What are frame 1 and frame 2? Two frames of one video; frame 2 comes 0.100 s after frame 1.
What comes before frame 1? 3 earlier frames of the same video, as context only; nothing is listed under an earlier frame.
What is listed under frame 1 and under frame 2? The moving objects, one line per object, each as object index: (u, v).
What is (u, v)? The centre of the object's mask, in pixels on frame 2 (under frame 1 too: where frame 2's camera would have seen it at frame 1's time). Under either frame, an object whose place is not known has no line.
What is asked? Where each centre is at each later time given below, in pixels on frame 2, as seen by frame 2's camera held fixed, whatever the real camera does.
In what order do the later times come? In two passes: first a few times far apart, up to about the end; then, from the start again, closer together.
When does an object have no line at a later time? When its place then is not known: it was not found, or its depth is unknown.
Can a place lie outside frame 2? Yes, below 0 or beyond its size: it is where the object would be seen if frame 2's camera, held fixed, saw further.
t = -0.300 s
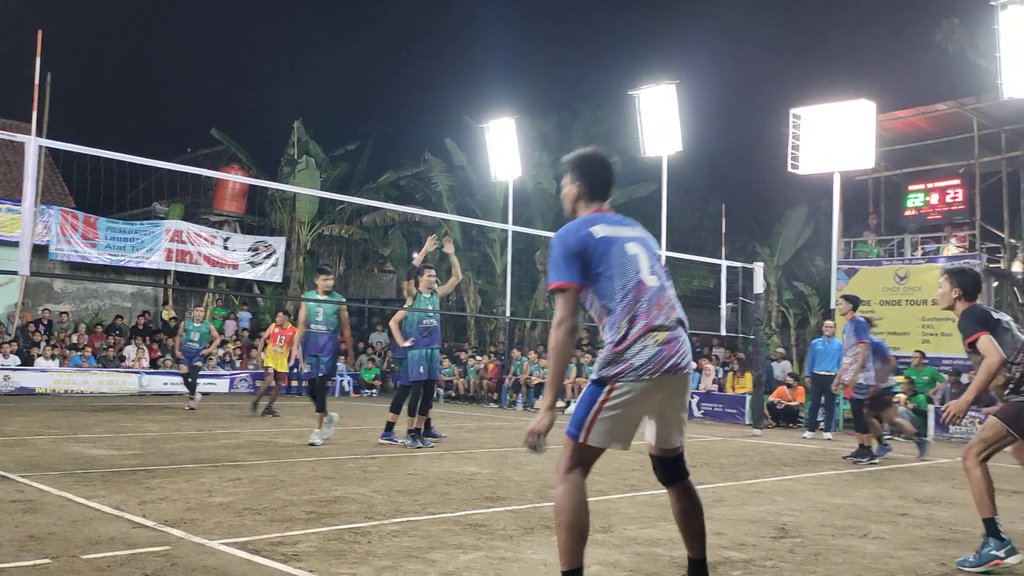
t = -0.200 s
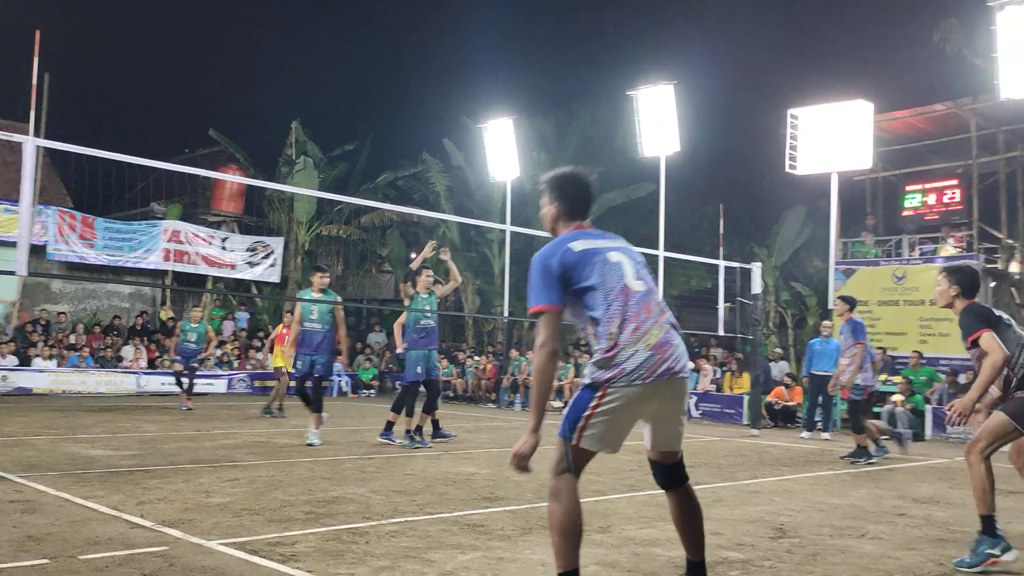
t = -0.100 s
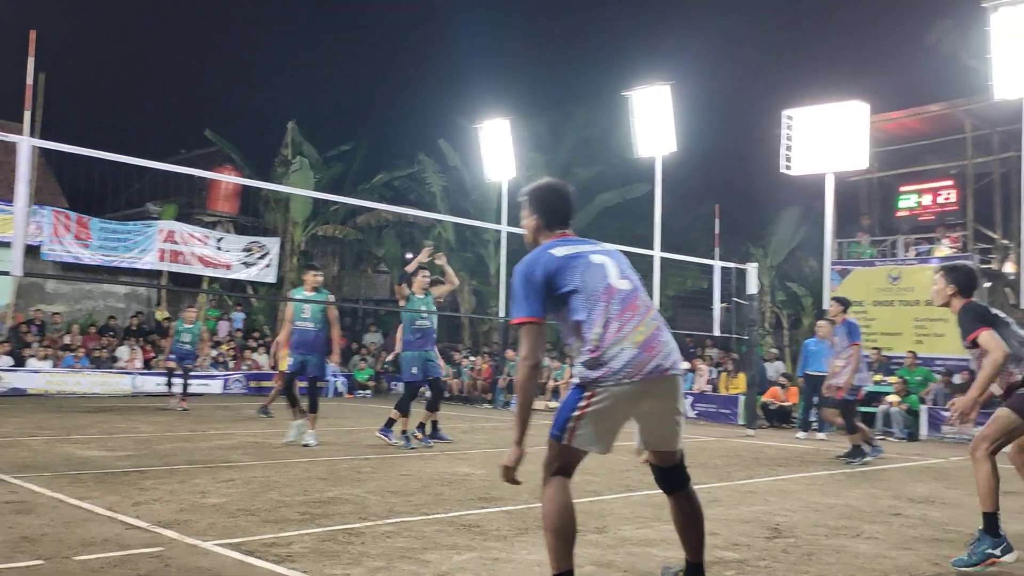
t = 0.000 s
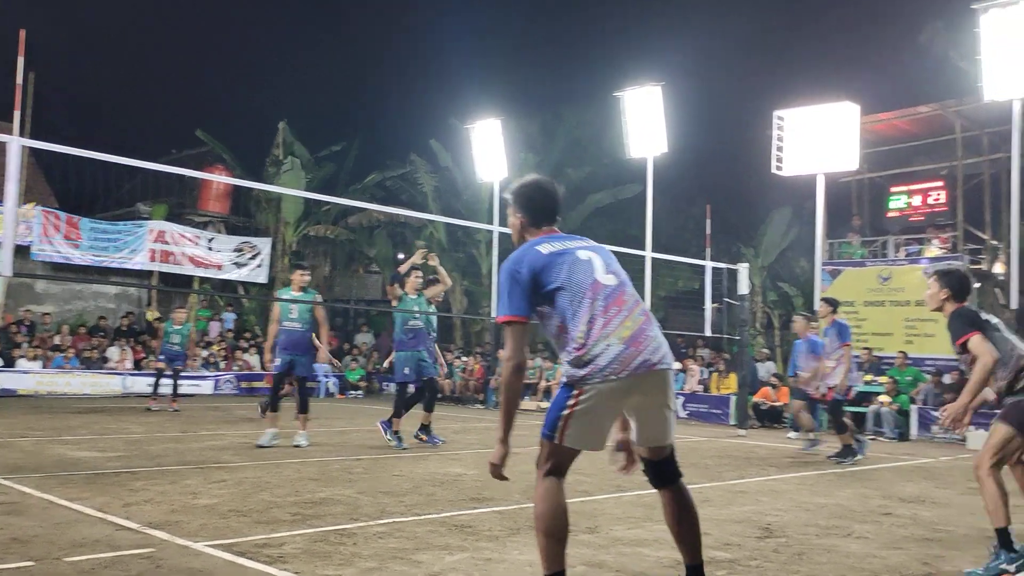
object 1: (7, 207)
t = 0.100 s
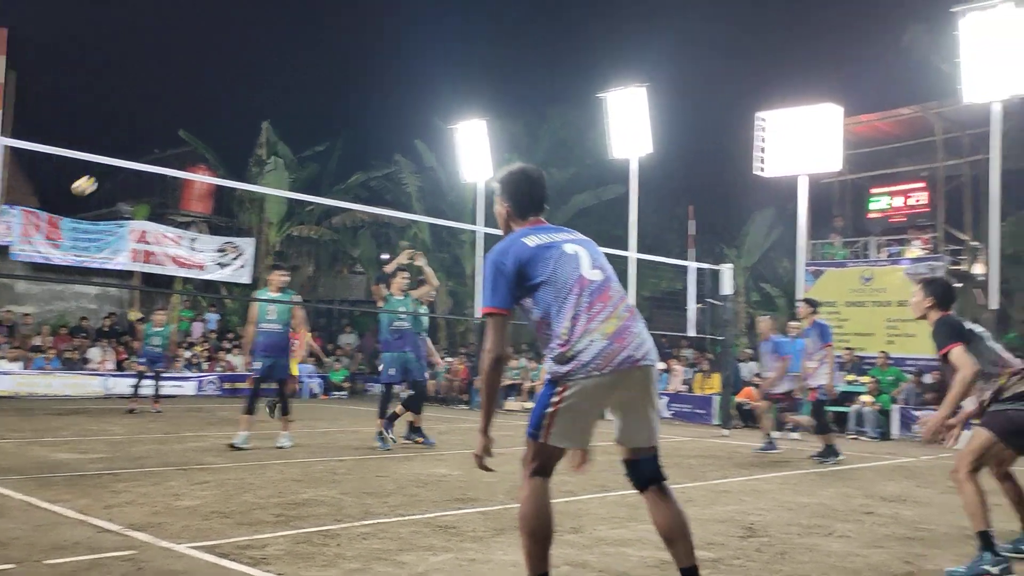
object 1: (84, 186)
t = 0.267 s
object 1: (222, 154)
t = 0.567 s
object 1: (502, 144)
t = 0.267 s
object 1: (222, 154)
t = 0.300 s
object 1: (251, 150)
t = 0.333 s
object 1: (281, 146)
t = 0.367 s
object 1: (311, 144)
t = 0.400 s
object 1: (341, 141)
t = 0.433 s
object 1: (372, 140)
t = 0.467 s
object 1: (403, 139)
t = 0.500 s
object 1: (434, 140)
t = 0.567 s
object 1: (502, 144)
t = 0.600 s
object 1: (534, 148)
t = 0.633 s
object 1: (569, 152)
